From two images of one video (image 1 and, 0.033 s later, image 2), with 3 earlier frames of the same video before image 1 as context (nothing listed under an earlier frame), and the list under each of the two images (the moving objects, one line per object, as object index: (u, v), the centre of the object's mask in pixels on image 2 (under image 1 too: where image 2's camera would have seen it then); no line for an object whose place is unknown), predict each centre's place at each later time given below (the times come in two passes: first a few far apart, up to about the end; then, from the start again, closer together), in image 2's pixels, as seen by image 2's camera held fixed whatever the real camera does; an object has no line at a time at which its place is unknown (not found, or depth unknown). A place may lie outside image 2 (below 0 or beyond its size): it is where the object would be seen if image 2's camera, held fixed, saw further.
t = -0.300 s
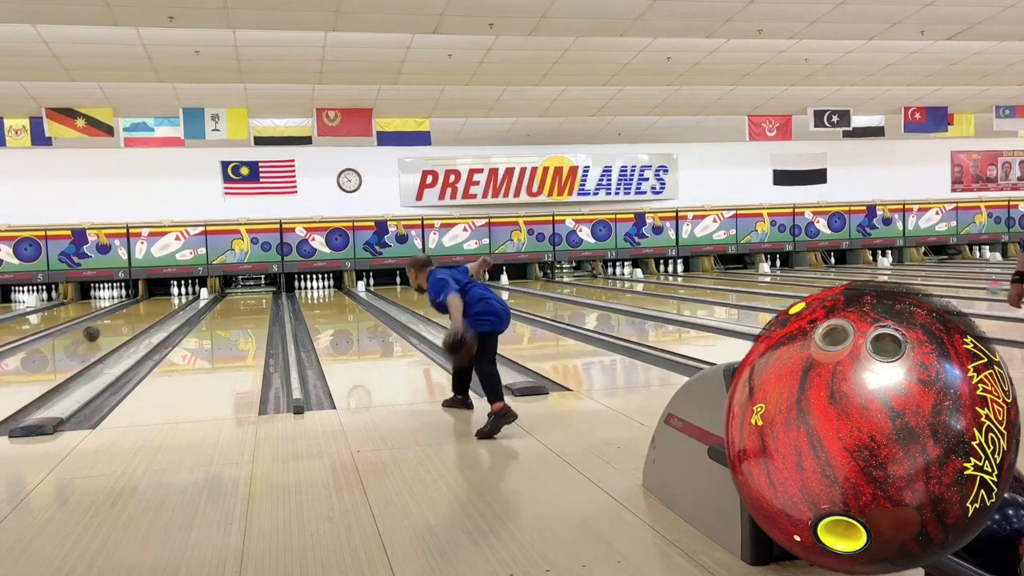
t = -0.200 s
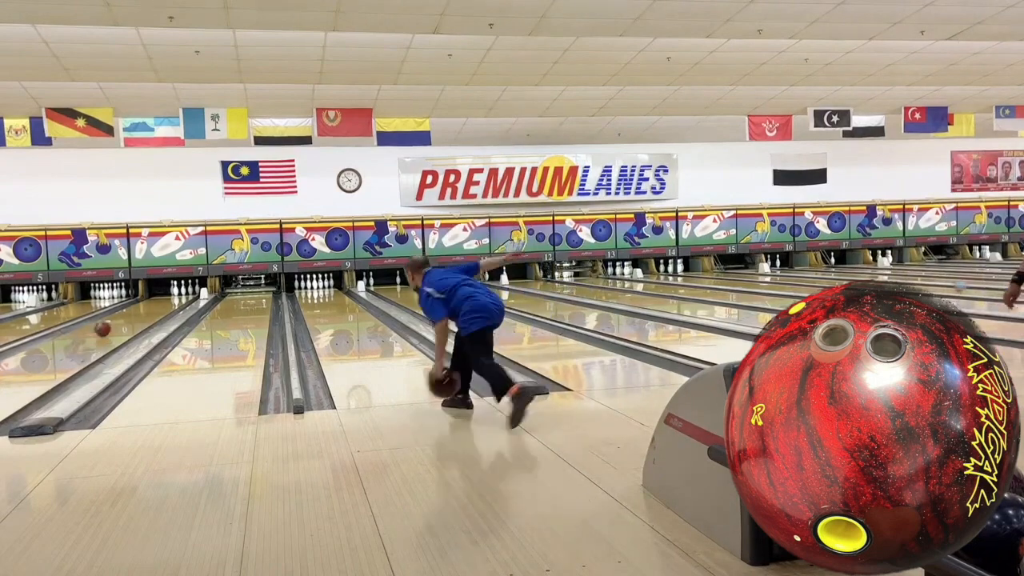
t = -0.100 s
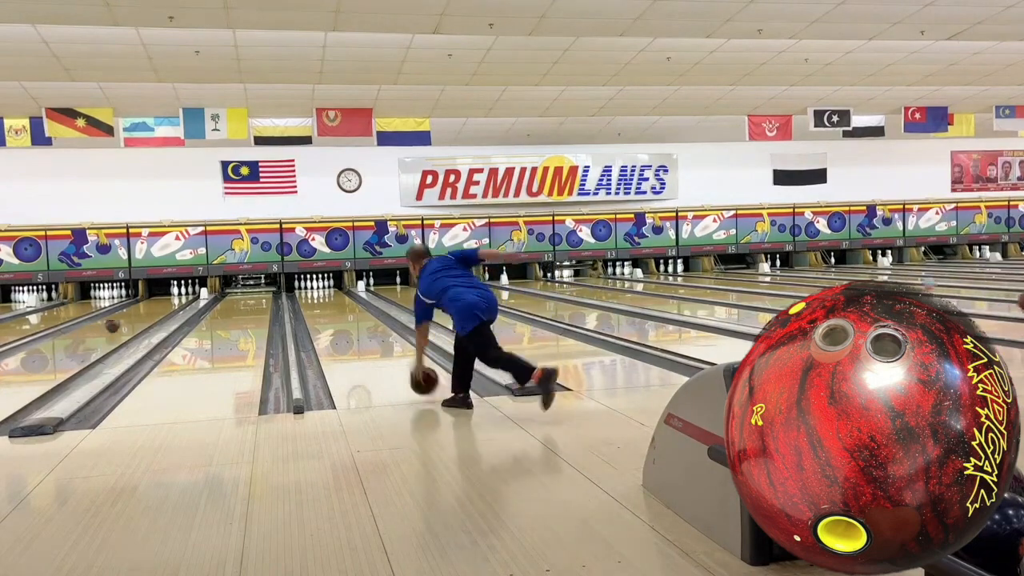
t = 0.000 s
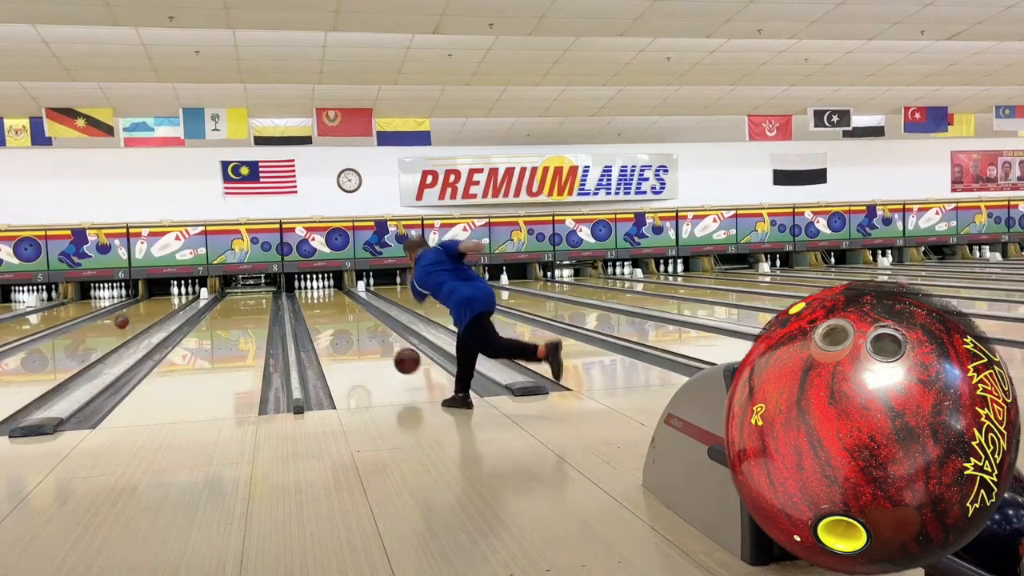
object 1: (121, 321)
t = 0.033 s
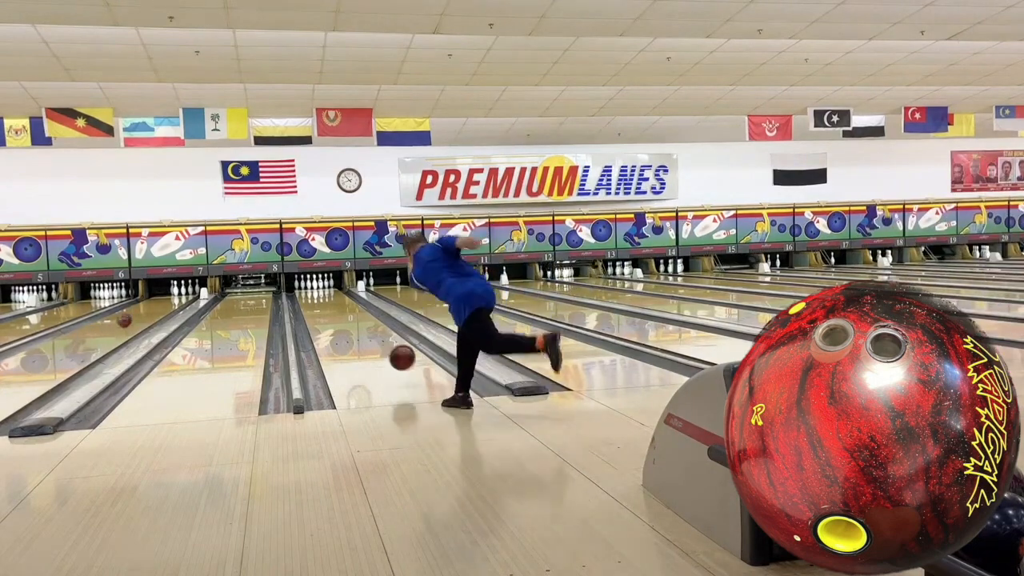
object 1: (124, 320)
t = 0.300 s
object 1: (144, 312)
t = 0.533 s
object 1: (157, 308)
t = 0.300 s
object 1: (144, 312)
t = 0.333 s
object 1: (146, 312)
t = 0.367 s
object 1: (148, 311)
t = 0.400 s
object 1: (150, 310)
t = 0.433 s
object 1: (152, 309)
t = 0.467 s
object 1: (154, 308)
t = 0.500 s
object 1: (156, 308)
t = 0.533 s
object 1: (157, 308)
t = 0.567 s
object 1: (159, 306)
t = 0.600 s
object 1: (161, 306)
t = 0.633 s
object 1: (162, 305)
